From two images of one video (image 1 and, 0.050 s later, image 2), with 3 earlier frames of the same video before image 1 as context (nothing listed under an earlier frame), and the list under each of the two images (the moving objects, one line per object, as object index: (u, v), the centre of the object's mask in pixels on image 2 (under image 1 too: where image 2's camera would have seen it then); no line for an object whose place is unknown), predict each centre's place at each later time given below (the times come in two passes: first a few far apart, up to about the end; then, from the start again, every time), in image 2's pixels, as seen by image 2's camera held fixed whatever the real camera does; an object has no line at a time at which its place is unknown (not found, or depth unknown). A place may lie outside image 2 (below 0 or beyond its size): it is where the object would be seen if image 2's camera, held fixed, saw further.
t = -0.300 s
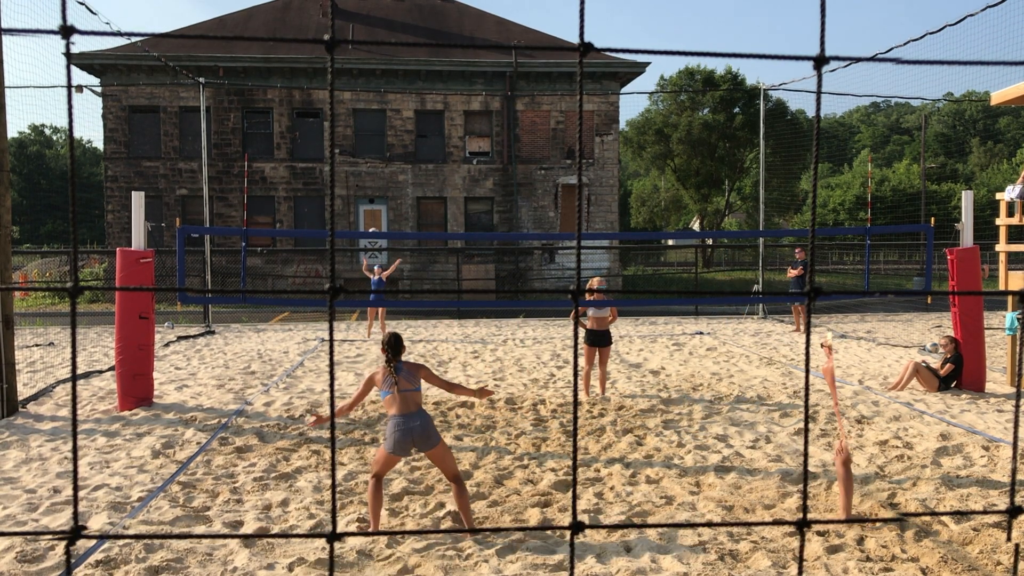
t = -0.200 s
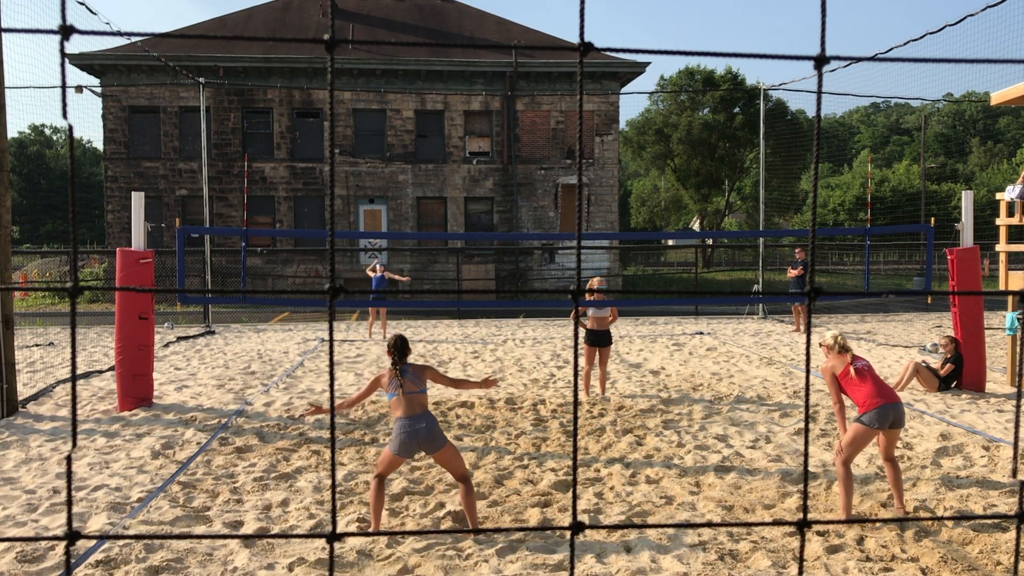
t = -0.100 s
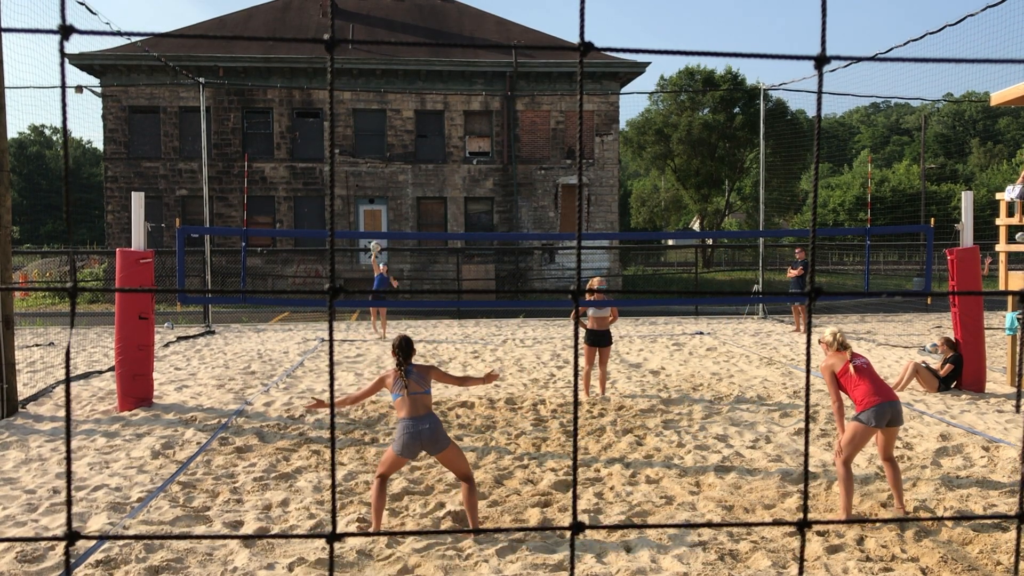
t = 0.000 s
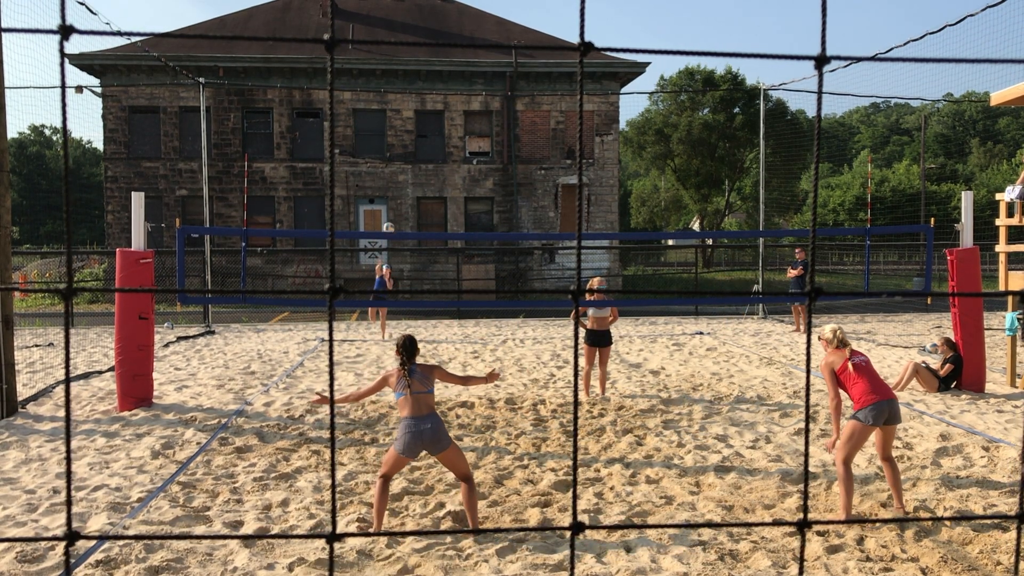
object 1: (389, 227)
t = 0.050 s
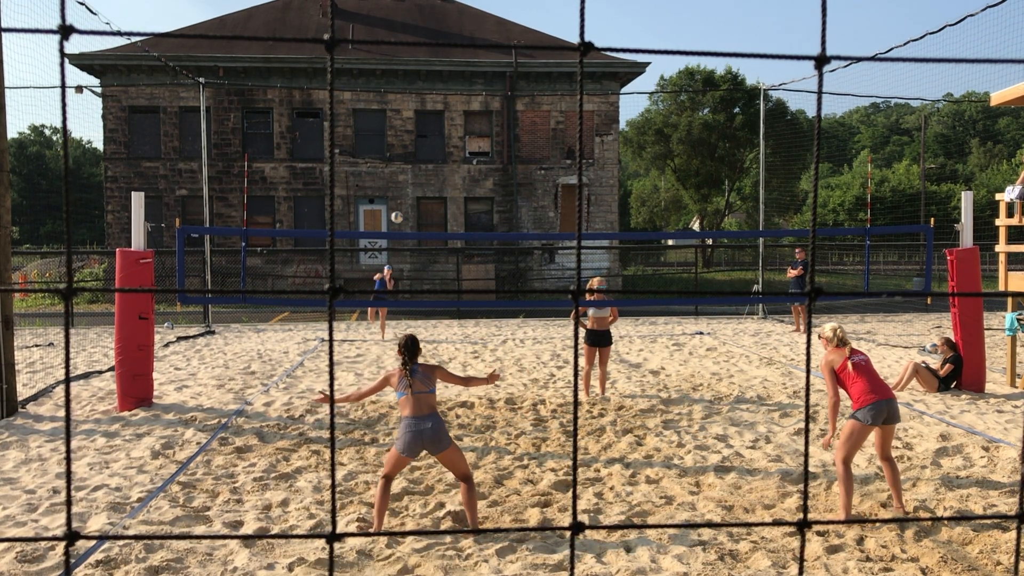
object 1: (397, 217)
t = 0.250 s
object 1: (436, 178)
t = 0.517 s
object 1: (504, 146)
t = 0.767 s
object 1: (590, 165)
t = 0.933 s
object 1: (666, 220)
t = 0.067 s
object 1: (400, 214)
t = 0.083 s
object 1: (403, 210)
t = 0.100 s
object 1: (406, 207)
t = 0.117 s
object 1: (409, 203)
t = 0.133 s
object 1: (412, 200)
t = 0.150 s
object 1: (415, 197)
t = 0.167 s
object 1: (419, 193)
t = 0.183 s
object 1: (422, 190)
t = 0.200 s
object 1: (425, 187)
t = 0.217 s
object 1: (429, 184)
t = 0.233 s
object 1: (432, 181)
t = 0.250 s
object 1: (436, 178)
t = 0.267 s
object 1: (439, 175)
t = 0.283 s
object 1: (443, 172)
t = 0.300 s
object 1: (446, 169)
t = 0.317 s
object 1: (451, 166)
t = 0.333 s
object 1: (455, 163)
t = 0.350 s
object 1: (459, 161)
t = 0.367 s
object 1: (463, 158)
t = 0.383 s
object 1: (467, 157)
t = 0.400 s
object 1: (472, 155)
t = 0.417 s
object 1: (476, 153)
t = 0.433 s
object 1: (481, 151)
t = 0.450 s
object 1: (485, 150)
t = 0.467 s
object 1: (490, 148)
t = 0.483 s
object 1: (495, 147)
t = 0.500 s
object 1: (500, 146)
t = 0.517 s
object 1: (504, 146)
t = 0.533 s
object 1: (509, 145)
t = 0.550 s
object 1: (514, 145)
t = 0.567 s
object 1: (519, 145)
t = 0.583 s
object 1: (524, 145)
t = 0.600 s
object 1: (530, 146)
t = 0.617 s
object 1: (535, 146)
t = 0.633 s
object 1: (541, 147)
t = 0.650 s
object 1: (546, 149)
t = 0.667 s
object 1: (552, 150)
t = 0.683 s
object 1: (557, 152)
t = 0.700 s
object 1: (563, 154)
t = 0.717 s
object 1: (569, 156)
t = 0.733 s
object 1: (575, 158)
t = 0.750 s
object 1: (582, 161)
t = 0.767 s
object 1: (590, 165)
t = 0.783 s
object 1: (595, 168)
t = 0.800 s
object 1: (602, 172)
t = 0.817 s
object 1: (610, 177)
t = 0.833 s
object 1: (617, 182)
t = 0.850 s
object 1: (624, 187)
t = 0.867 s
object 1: (632, 192)
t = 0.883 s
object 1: (640, 198)
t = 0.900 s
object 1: (649, 205)
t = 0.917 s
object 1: (657, 212)
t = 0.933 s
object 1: (666, 220)
